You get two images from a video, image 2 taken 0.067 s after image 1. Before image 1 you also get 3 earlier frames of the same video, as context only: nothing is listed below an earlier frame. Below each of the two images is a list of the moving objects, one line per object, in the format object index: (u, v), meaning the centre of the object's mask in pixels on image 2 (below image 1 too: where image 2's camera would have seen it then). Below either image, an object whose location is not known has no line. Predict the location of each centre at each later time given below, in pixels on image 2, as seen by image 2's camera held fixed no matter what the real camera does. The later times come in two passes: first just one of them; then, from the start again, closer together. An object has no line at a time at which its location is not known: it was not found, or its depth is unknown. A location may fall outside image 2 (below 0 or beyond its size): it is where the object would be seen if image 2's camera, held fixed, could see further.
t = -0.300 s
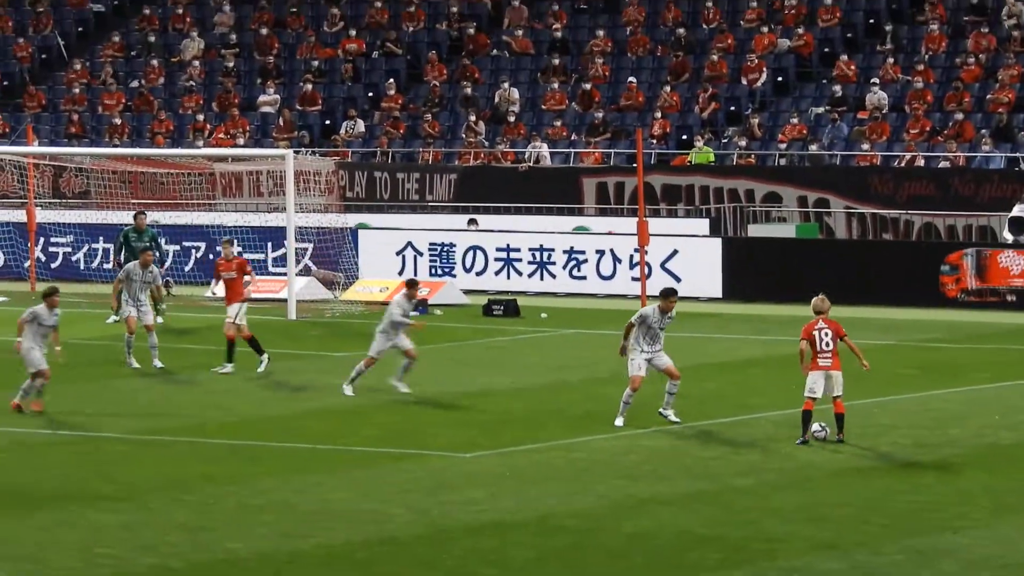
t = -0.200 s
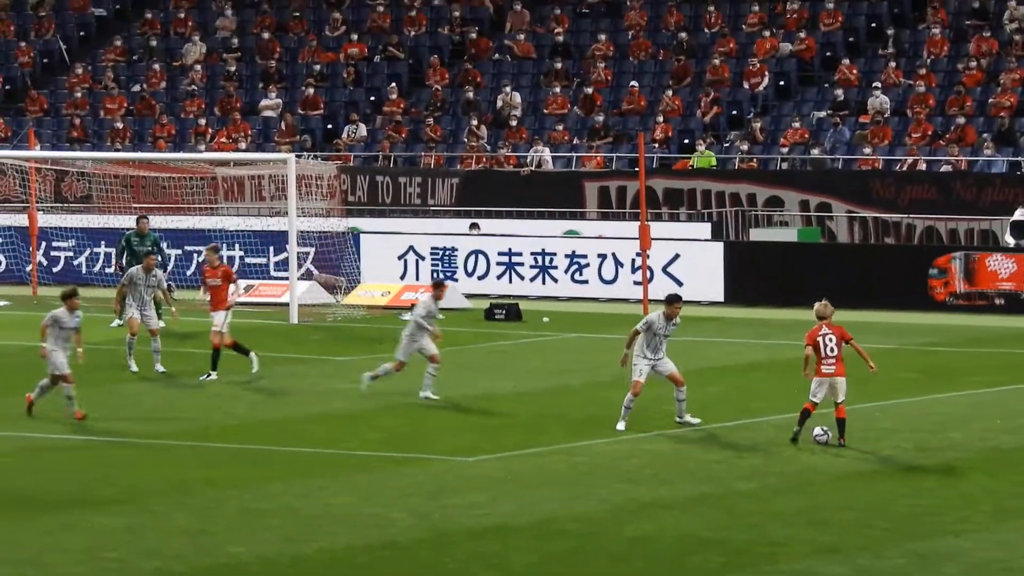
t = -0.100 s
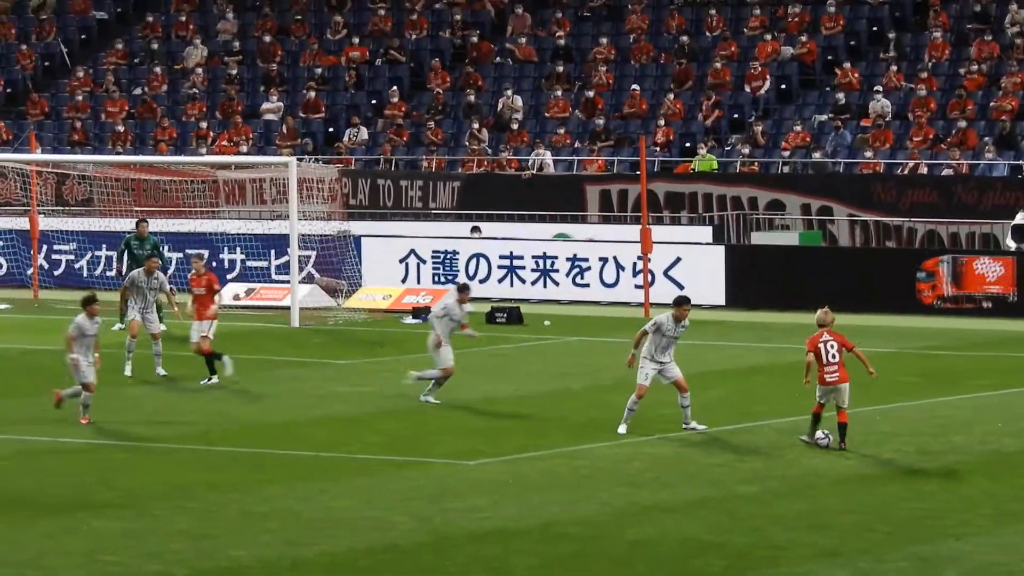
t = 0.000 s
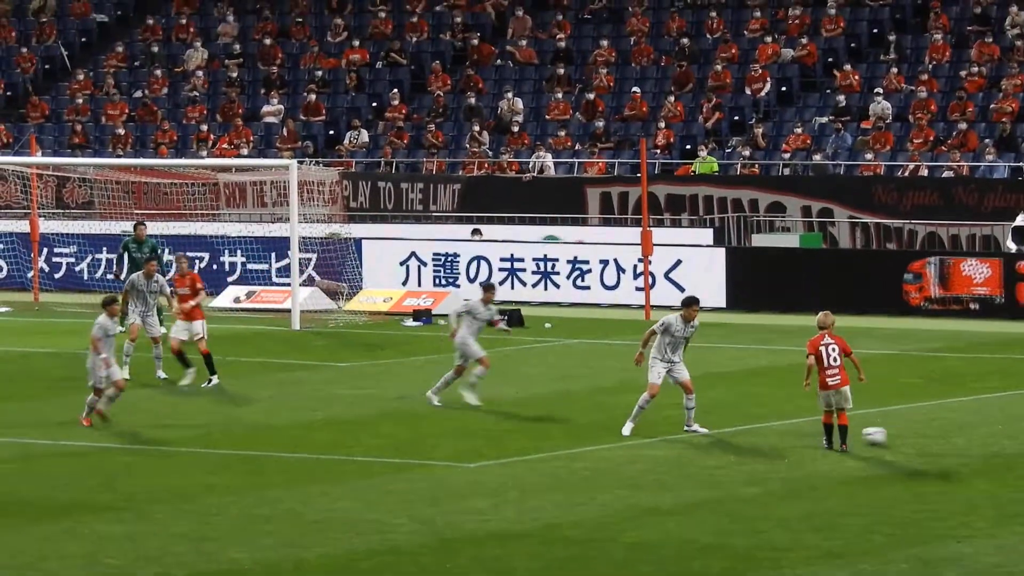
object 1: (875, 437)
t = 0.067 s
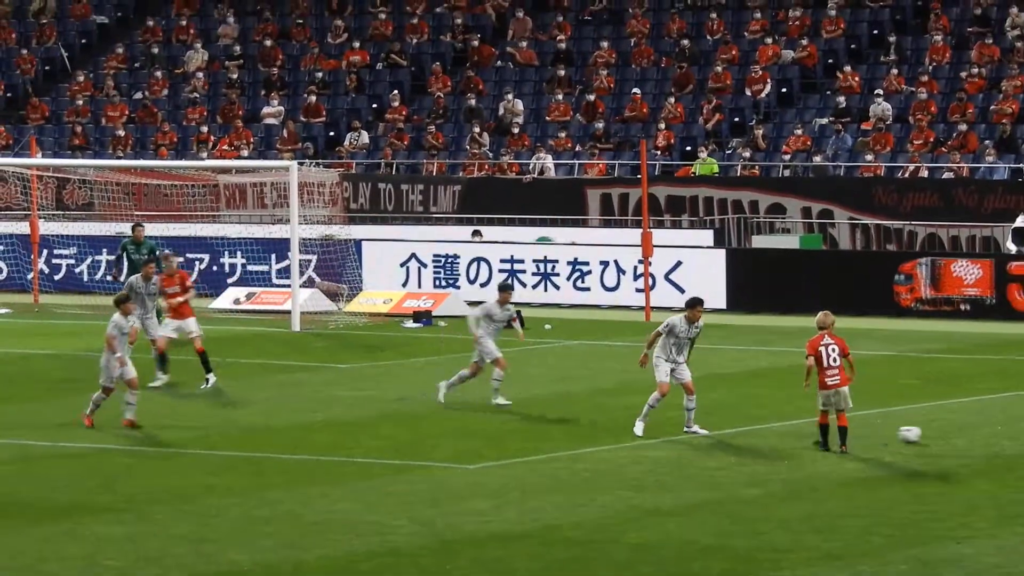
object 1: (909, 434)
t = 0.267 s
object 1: (1003, 425)
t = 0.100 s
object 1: (927, 432)
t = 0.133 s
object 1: (944, 431)
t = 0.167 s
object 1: (960, 429)
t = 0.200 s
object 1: (973, 428)
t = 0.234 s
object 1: (985, 426)
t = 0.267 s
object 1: (1003, 425)
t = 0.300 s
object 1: (1019, 424)
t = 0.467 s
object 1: (1094, 423)
